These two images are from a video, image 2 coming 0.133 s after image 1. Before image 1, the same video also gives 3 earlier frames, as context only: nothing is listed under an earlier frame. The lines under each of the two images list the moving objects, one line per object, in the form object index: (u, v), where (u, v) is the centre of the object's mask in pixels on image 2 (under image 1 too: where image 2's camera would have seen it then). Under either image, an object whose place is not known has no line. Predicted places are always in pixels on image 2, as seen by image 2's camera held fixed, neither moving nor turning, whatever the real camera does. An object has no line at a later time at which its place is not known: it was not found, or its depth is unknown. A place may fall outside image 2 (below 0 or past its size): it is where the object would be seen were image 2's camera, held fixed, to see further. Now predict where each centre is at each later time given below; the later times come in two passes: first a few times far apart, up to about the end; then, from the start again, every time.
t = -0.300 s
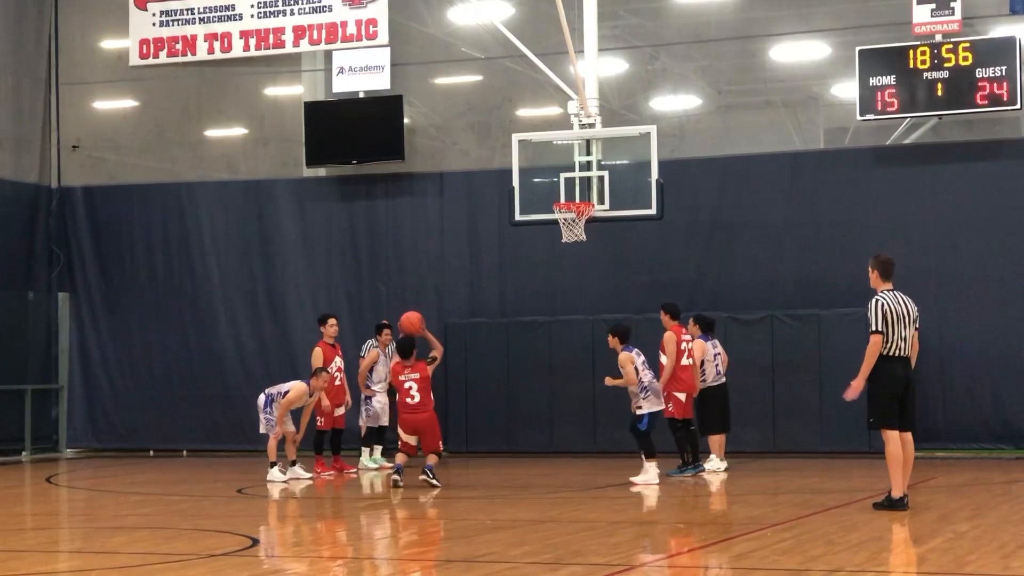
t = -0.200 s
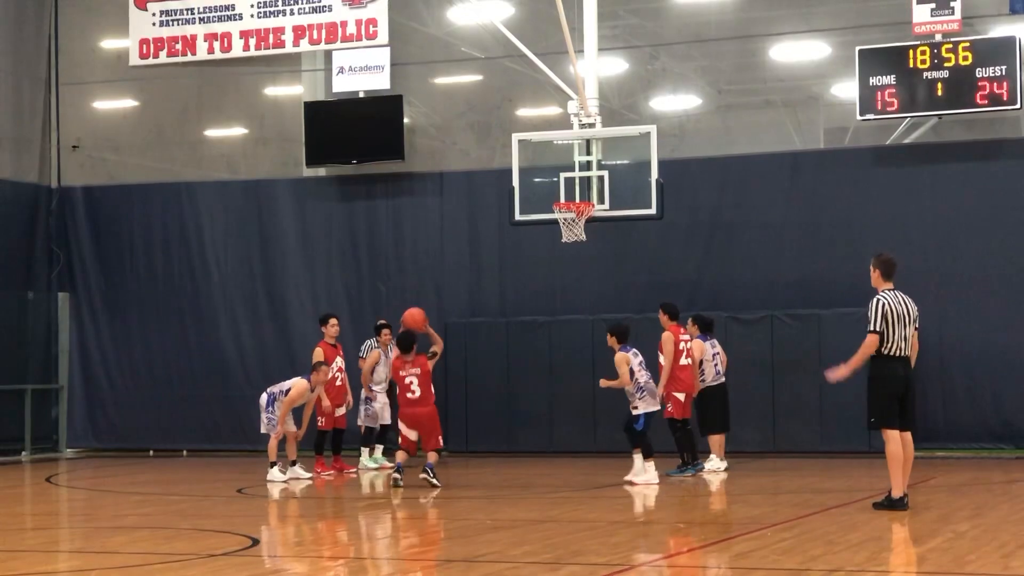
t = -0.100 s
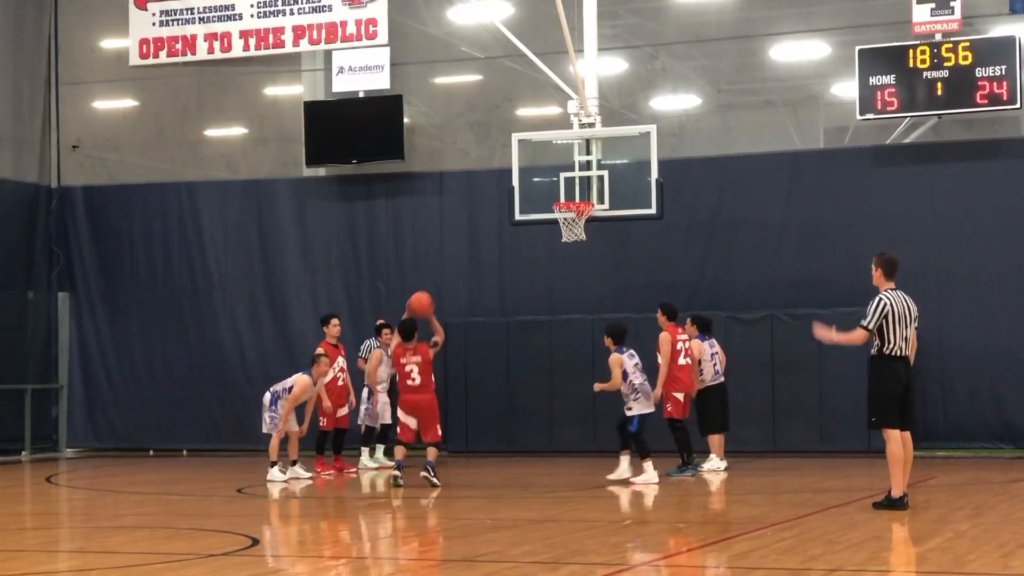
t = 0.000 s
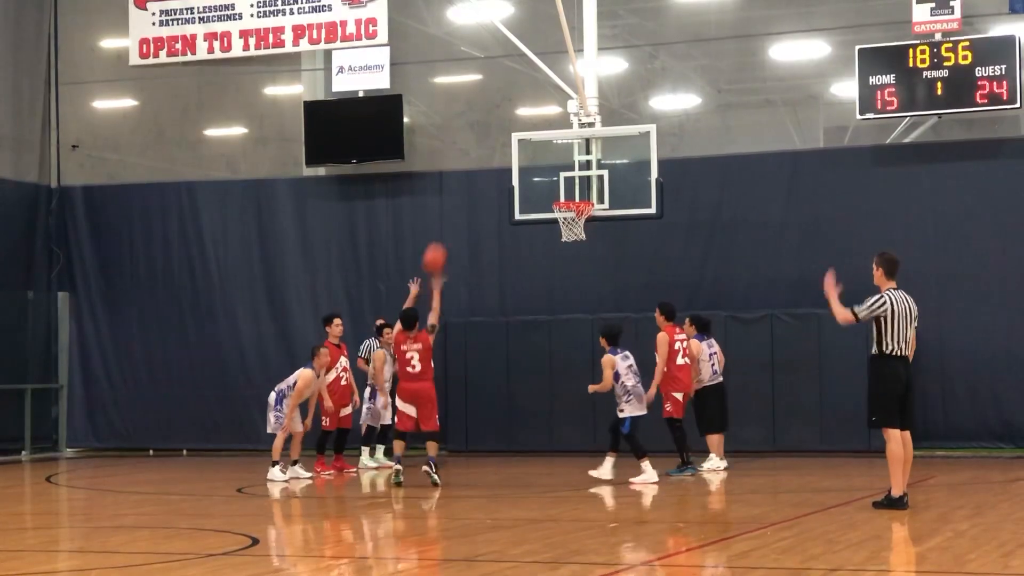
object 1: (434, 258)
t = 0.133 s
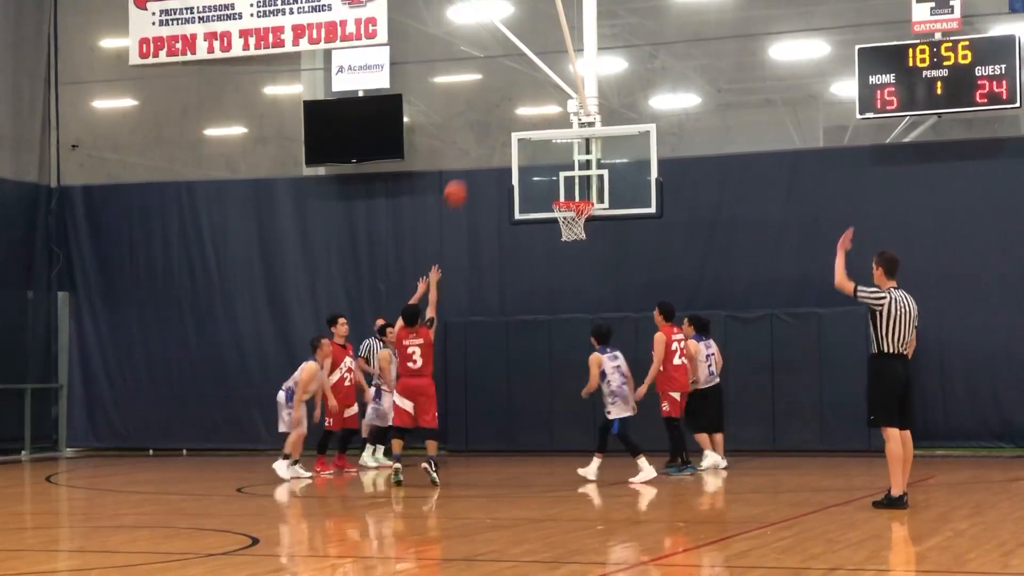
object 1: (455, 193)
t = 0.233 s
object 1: (470, 158)
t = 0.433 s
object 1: (499, 119)
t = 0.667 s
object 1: (531, 120)
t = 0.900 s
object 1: (559, 164)
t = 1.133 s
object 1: (575, 196)
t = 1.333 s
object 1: (575, 195)
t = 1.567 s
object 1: (567, 210)
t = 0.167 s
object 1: (460, 181)
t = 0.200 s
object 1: (465, 168)
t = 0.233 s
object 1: (470, 158)
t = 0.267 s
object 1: (475, 149)
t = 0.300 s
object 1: (480, 141)
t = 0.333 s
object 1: (485, 134)
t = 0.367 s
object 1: (489, 128)
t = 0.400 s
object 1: (494, 123)
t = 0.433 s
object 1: (499, 119)
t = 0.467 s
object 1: (504, 116)
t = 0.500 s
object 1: (508, 114)
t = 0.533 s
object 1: (512, 113)
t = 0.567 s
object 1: (517, 113)
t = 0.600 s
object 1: (521, 114)
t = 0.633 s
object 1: (526, 117)
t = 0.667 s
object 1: (531, 120)
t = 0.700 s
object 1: (535, 123)
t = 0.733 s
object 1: (539, 128)
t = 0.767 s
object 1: (543, 134)
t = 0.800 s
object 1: (547, 140)
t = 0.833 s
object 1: (551, 148)
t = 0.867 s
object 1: (556, 156)
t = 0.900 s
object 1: (559, 164)
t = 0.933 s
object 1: (563, 174)
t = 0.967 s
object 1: (567, 185)
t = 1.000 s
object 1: (571, 193)
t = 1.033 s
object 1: (573, 194)
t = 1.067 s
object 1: (575, 195)
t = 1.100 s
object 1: (578, 197)
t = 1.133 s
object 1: (575, 196)
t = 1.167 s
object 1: (571, 195)
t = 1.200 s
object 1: (566, 196)
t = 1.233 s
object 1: (564, 196)
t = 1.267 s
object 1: (567, 195)
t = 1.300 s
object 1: (571, 194)
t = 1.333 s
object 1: (575, 195)
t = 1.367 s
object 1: (579, 196)
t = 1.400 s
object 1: (582, 197)
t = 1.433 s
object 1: (580, 197)
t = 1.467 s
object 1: (576, 197)
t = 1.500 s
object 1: (574, 198)
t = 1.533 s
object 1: (572, 208)
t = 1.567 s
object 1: (567, 210)
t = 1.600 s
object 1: (566, 214)
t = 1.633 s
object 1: (559, 220)
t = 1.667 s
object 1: (561, 223)
